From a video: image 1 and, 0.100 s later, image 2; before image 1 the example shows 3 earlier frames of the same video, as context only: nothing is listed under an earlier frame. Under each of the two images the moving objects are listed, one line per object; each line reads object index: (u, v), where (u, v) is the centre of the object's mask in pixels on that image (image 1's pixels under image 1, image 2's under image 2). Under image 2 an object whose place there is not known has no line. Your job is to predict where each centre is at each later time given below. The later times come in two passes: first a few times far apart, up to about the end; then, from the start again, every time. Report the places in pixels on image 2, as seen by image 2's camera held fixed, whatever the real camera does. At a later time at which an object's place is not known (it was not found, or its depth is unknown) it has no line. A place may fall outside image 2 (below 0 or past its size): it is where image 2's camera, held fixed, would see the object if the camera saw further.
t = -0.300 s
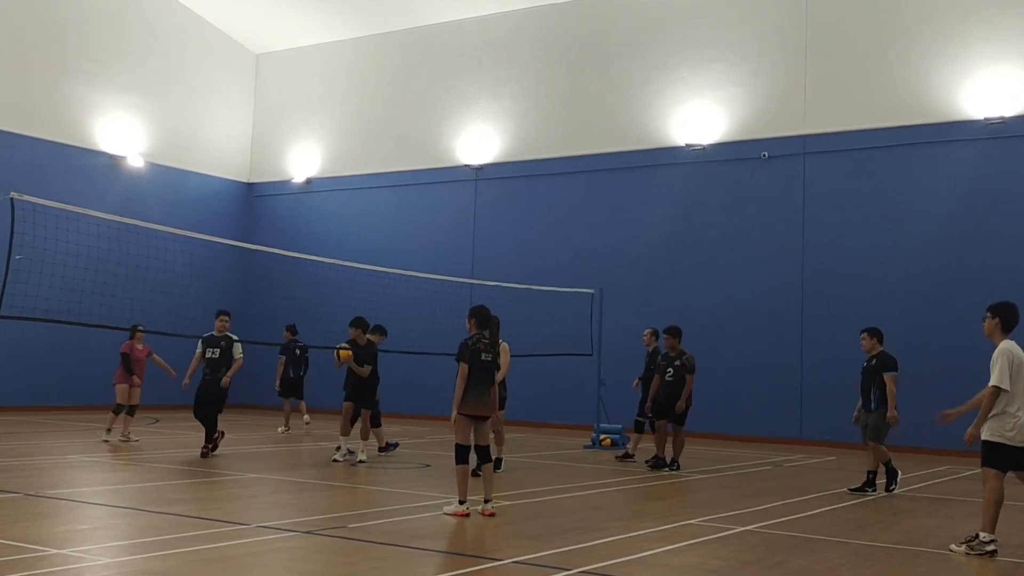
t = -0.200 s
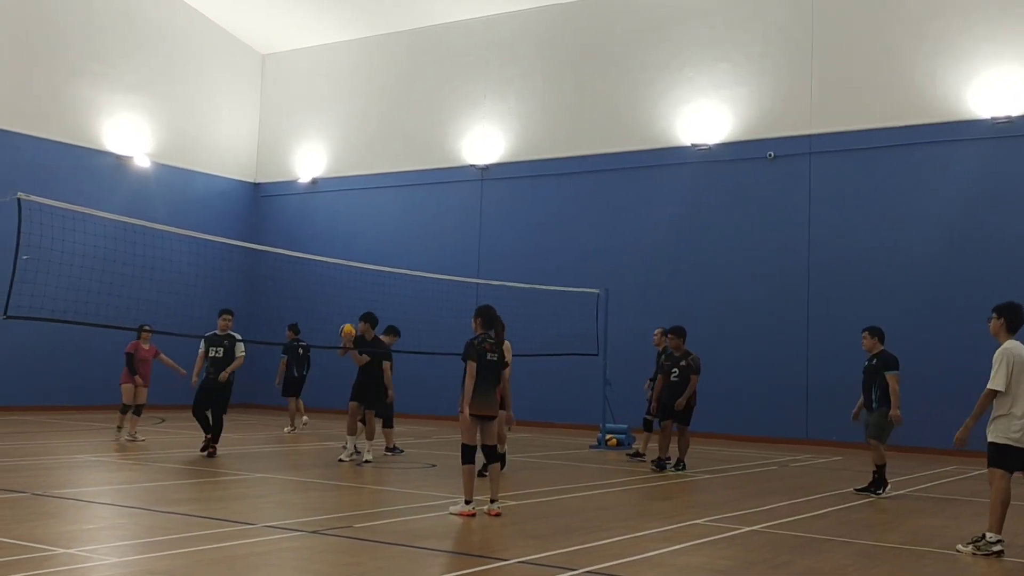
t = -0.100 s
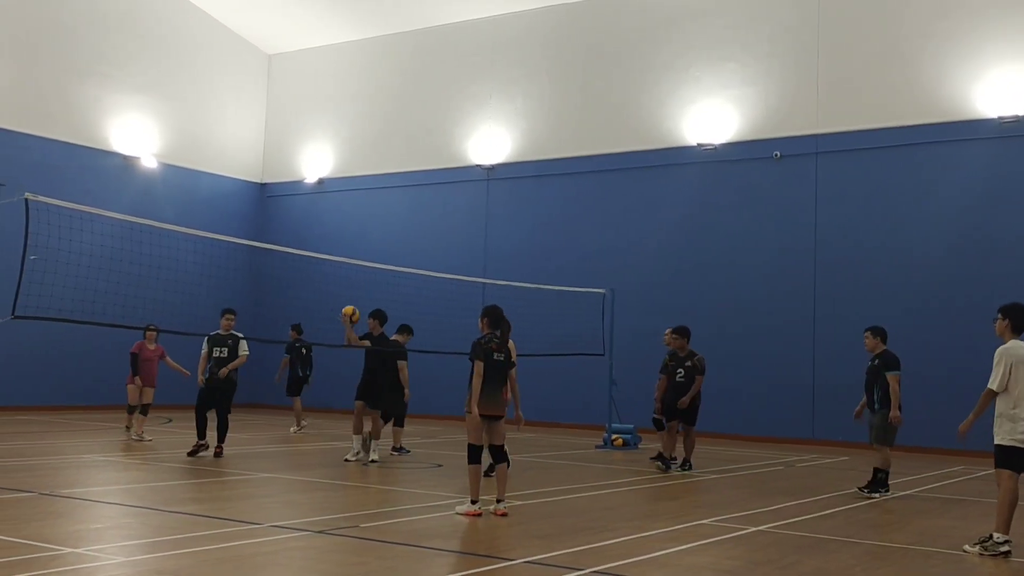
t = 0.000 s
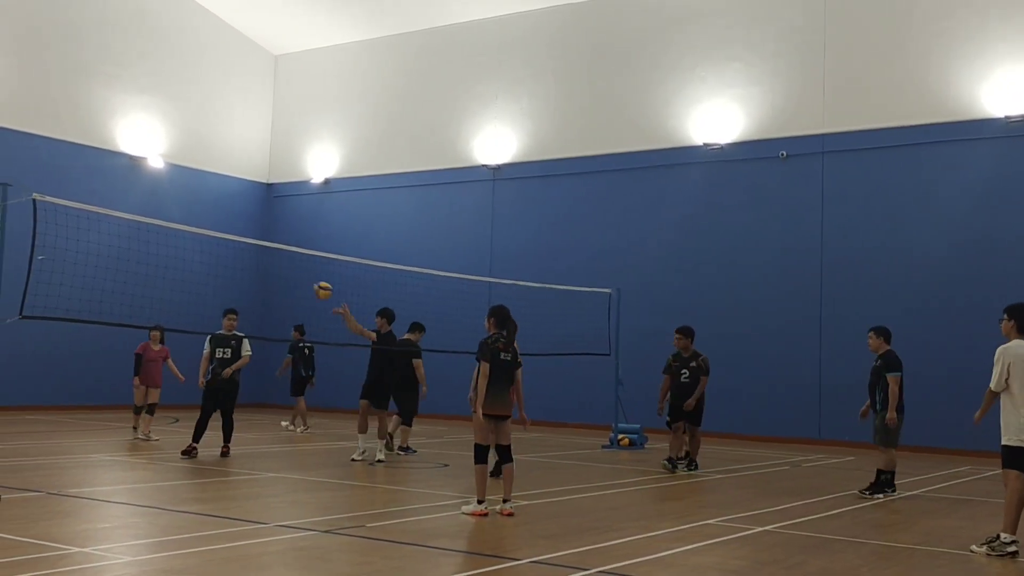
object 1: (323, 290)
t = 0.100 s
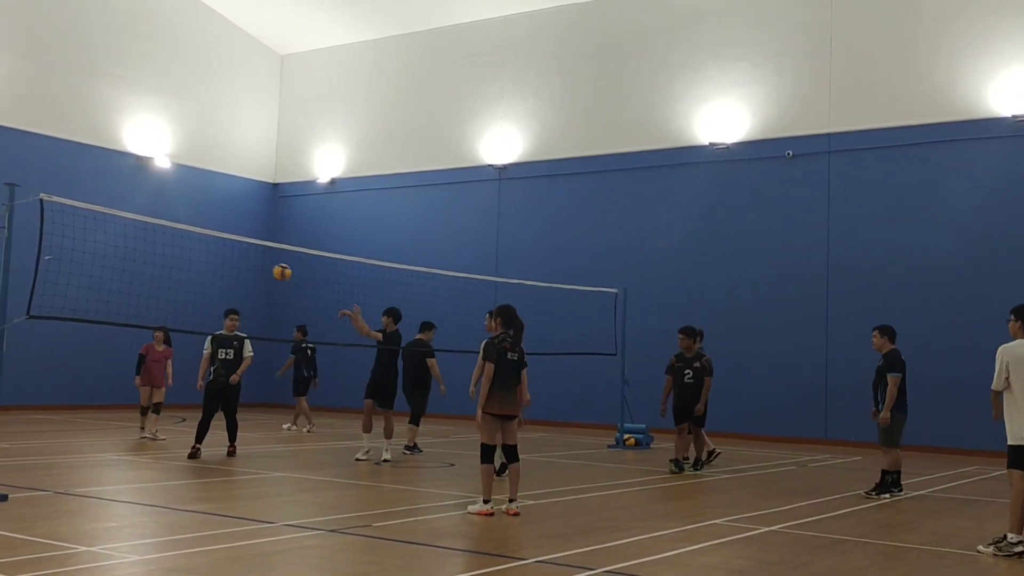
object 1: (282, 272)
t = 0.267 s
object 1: (209, 260)
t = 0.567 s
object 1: (91, 290)
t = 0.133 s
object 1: (267, 268)
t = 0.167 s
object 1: (252, 265)
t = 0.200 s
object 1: (238, 263)
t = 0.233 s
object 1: (223, 261)
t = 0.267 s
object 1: (209, 260)
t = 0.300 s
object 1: (196, 261)
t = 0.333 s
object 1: (182, 261)
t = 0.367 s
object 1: (168, 264)
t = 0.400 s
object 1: (156, 266)
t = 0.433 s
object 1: (143, 269)
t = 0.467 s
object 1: (129, 273)
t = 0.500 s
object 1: (117, 278)
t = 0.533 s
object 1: (104, 283)
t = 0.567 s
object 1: (91, 290)
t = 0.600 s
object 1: (79, 296)
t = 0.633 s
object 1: (67, 304)
